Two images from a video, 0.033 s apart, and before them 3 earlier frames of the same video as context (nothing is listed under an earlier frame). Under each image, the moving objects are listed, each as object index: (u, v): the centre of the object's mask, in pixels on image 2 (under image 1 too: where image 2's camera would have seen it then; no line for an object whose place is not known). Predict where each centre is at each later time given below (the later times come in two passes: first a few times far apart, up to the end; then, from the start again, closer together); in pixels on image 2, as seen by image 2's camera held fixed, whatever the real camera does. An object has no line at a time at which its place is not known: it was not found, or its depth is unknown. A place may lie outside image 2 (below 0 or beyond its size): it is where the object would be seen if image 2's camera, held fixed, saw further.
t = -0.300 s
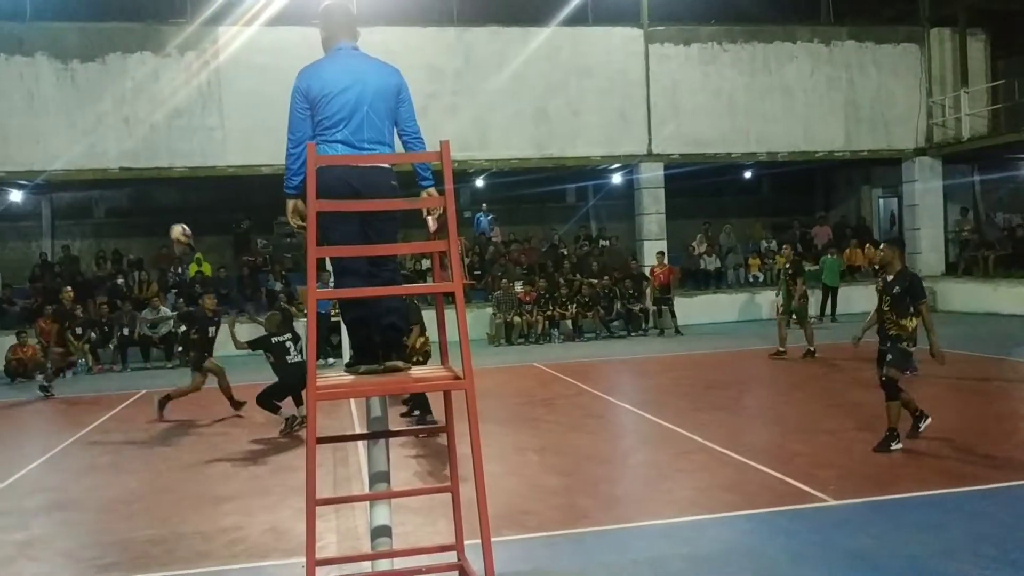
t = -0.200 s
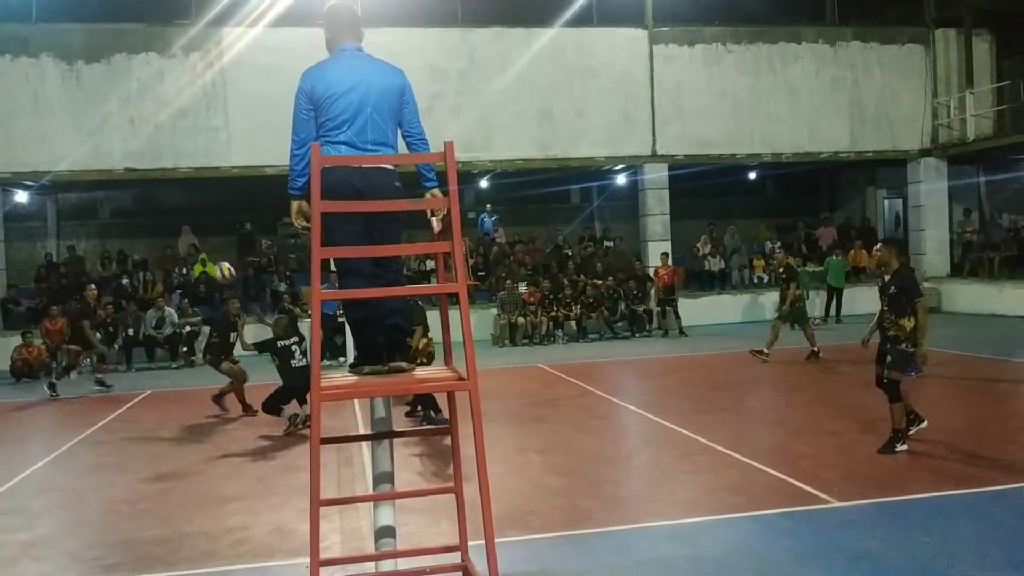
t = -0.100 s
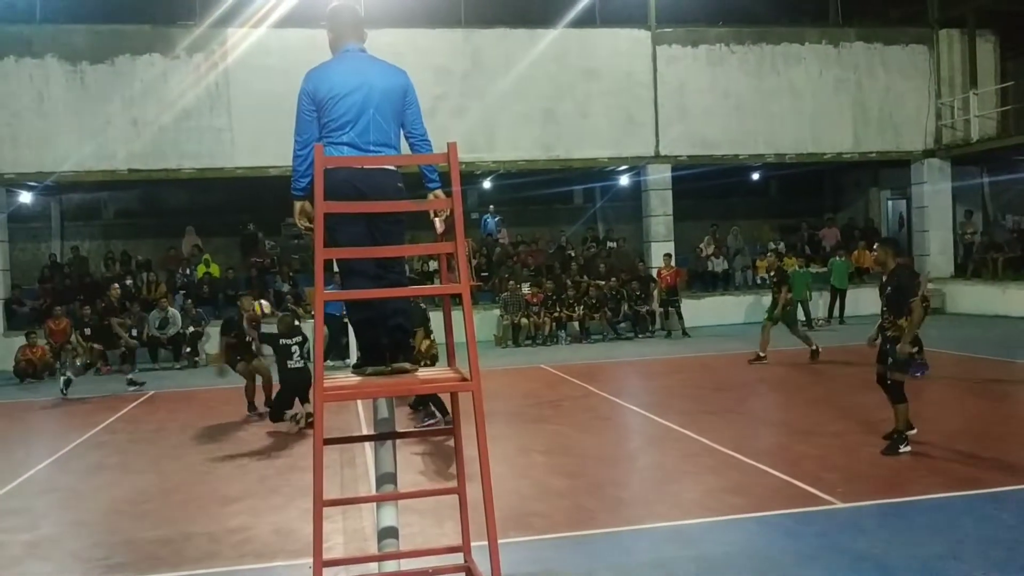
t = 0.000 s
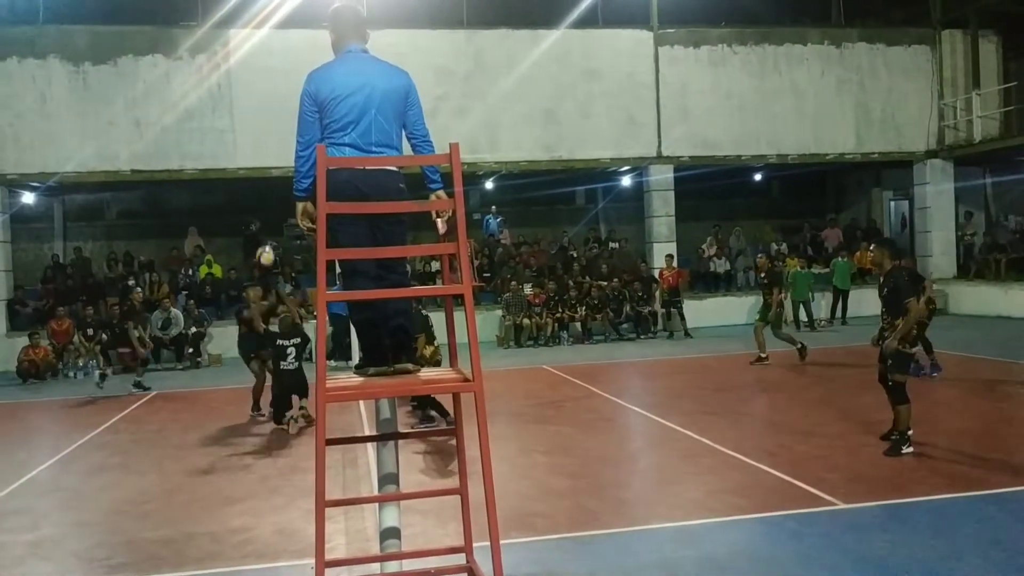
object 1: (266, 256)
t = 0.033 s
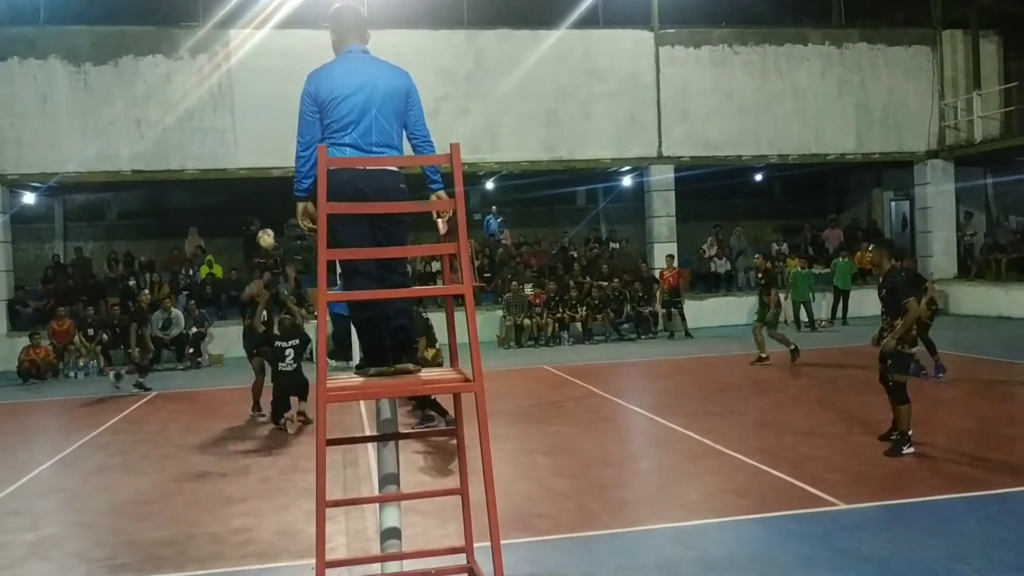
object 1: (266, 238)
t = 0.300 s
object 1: (269, 147)
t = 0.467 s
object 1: (272, 124)
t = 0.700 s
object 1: (278, 127)
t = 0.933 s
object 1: (285, 163)
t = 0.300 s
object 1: (269, 147)
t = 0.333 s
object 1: (270, 141)
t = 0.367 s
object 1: (270, 135)
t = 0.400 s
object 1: (271, 130)
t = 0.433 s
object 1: (271, 127)
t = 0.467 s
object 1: (272, 124)
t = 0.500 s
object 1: (272, 122)
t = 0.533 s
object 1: (273, 121)
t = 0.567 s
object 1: (274, 120)
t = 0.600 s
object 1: (275, 121)
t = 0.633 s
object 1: (276, 122)
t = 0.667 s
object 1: (277, 124)
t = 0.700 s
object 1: (278, 127)
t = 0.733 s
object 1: (279, 130)
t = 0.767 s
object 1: (280, 134)
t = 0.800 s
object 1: (281, 138)
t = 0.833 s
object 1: (282, 144)
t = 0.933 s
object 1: (285, 163)
